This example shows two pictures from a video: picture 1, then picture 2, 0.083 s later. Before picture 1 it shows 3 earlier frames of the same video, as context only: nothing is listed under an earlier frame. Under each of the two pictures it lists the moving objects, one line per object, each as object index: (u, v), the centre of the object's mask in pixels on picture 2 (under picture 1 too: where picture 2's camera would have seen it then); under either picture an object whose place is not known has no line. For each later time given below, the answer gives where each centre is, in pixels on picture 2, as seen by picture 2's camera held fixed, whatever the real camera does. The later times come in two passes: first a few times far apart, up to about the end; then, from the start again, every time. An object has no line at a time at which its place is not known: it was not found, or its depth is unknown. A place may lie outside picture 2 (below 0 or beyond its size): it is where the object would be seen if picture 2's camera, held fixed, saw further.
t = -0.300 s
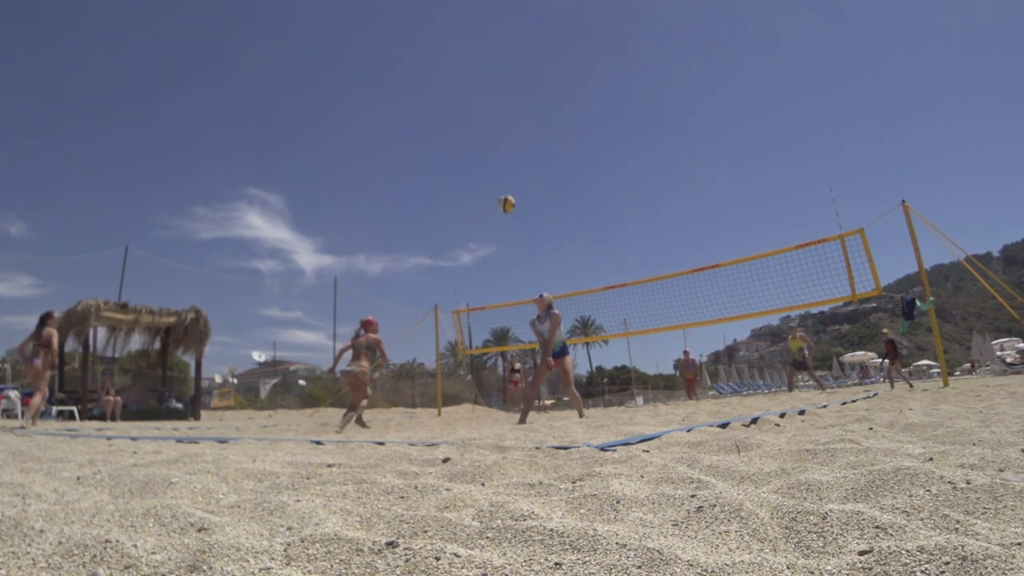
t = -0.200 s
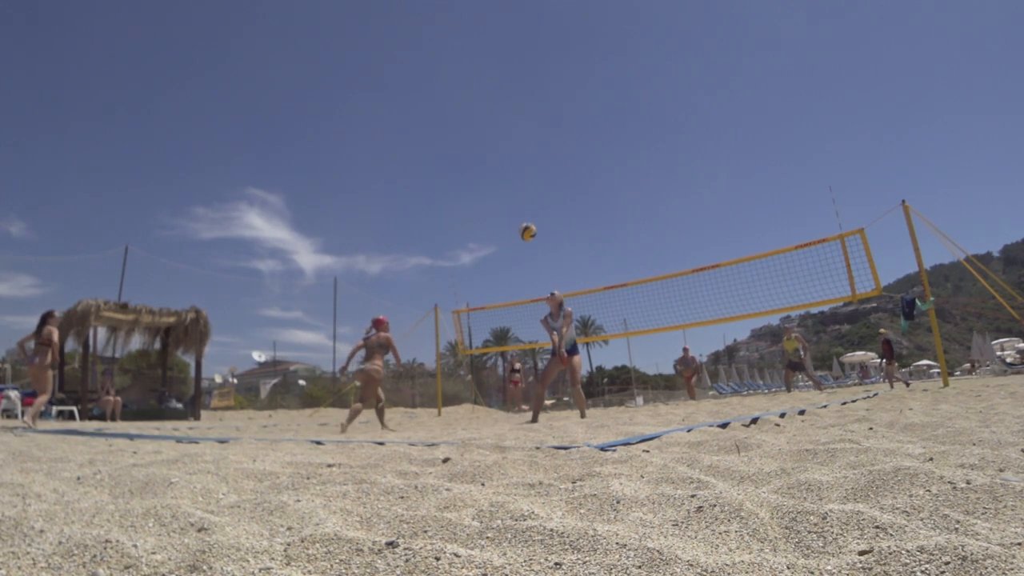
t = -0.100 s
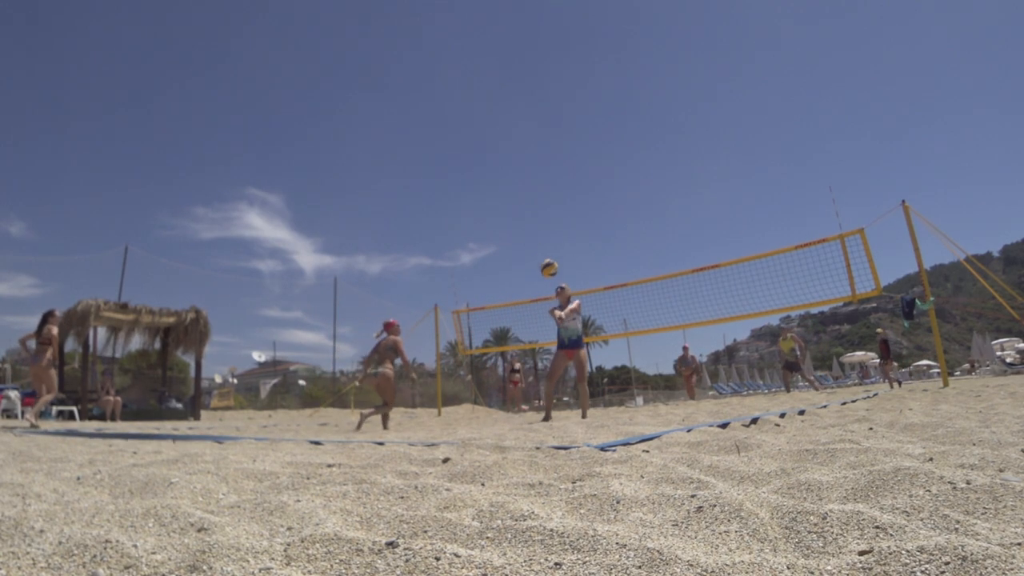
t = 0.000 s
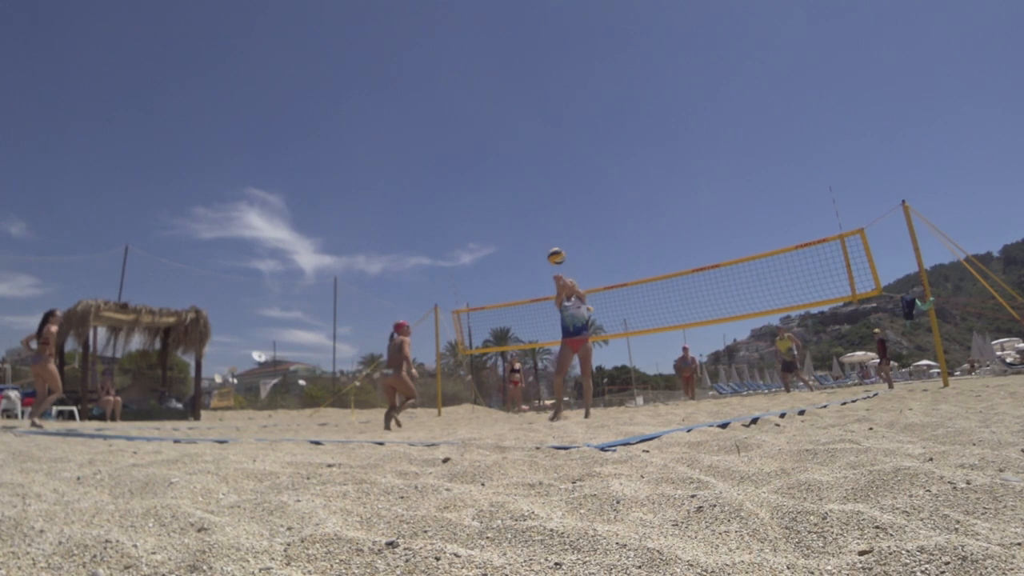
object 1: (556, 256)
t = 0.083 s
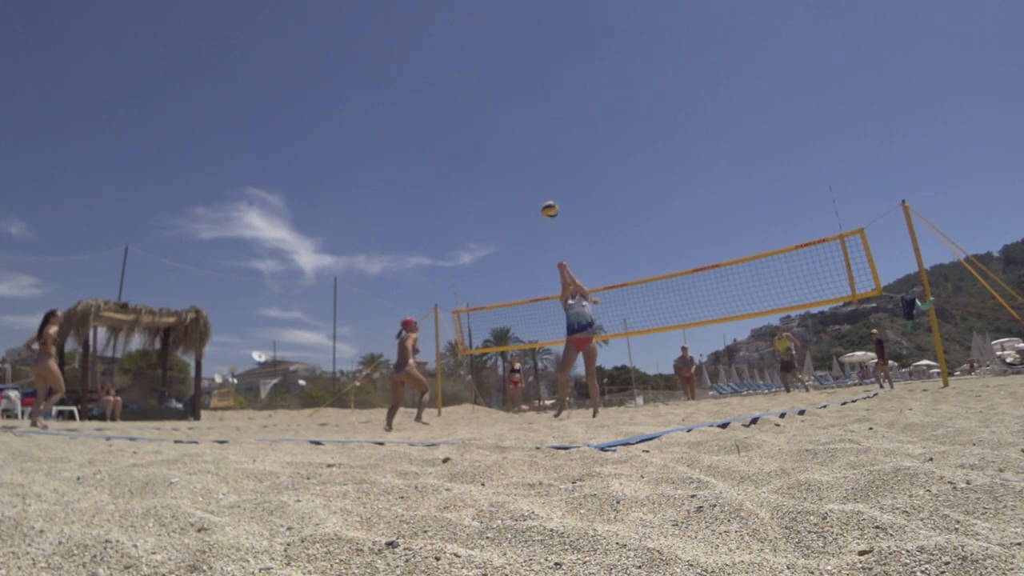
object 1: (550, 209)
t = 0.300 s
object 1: (540, 127)
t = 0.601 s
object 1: (538, 79)
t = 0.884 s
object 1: (544, 85)
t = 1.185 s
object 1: (555, 138)
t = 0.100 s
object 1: (549, 201)
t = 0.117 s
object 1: (548, 193)
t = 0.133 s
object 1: (547, 186)
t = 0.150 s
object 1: (546, 179)
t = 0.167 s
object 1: (545, 172)
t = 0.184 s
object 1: (544, 165)
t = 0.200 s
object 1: (544, 159)
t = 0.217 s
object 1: (543, 153)
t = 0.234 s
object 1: (542, 148)
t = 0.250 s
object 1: (542, 142)
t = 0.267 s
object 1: (541, 137)
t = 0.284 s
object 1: (541, 132)
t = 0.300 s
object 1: (540, 127)
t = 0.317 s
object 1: (540, 123)
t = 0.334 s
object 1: (539, 119)
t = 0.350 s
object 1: (539, 115)
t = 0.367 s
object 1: (539, 111)
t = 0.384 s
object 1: (539, 107)
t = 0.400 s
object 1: (538, 104)
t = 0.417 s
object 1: (538, 101)
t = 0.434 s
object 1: (538, 98)
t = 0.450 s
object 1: (538, 95)
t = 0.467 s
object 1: (538, 93)
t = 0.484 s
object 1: (538, 90)
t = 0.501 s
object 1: (538, 88)
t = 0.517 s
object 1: (538, 86)
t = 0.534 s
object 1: (538, 85)
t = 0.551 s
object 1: (538, 83)
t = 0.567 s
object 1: (538, 82)
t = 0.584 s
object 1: (538, 81)
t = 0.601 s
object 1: (538, 79)
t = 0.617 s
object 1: (538, 79)
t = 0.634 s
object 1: (538, 78)
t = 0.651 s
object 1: (538, 77)
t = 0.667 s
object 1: (539, 77)
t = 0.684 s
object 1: (539, 76)
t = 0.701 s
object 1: (539, 76)
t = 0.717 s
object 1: (539, 76)
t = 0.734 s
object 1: (539, 77)
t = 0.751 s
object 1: (540, 77)
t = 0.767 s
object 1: (540, 77)
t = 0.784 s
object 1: (540, 78)
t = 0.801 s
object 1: (541, 79)
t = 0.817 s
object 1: (541, 80)
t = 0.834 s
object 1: (542, 81)
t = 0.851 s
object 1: (542, 82)
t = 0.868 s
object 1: (543, 84)
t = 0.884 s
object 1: (544, 85)
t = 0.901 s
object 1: (544, 87)
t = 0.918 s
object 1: (544, 88)
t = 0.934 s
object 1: (545, 90)
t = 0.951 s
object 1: (545, 92)
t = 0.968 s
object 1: (546, 95)
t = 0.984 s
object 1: (547, 97)
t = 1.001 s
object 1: (547, 99)
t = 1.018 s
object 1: (548, 102)
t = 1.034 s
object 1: (548, 105)
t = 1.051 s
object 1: (549, 108)
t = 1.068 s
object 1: (550, 111)
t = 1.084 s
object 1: (551, 114)
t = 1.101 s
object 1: (551, 118)
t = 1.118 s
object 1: (552, 122)
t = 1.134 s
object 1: (553, 125)
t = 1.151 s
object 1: (554, 129)
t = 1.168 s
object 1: (554, 134)
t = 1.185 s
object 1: (555, 138)
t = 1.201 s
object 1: (556, 142)
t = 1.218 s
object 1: (556, 146)
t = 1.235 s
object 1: (557, 151)
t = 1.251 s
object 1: (558, 156)
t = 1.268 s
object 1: (559, 161)
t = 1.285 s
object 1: (560, 166)
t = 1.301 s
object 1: (561, 172)
